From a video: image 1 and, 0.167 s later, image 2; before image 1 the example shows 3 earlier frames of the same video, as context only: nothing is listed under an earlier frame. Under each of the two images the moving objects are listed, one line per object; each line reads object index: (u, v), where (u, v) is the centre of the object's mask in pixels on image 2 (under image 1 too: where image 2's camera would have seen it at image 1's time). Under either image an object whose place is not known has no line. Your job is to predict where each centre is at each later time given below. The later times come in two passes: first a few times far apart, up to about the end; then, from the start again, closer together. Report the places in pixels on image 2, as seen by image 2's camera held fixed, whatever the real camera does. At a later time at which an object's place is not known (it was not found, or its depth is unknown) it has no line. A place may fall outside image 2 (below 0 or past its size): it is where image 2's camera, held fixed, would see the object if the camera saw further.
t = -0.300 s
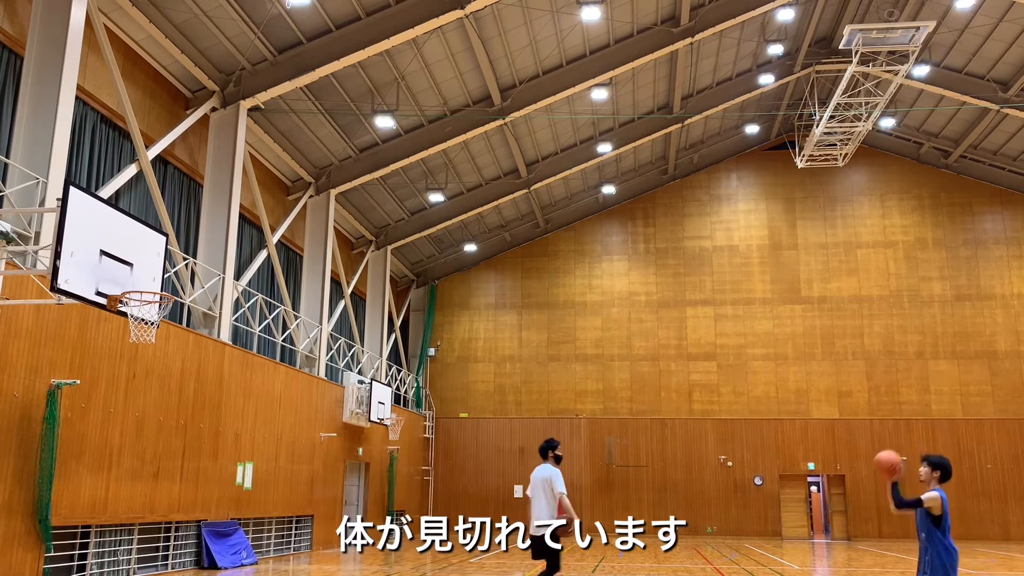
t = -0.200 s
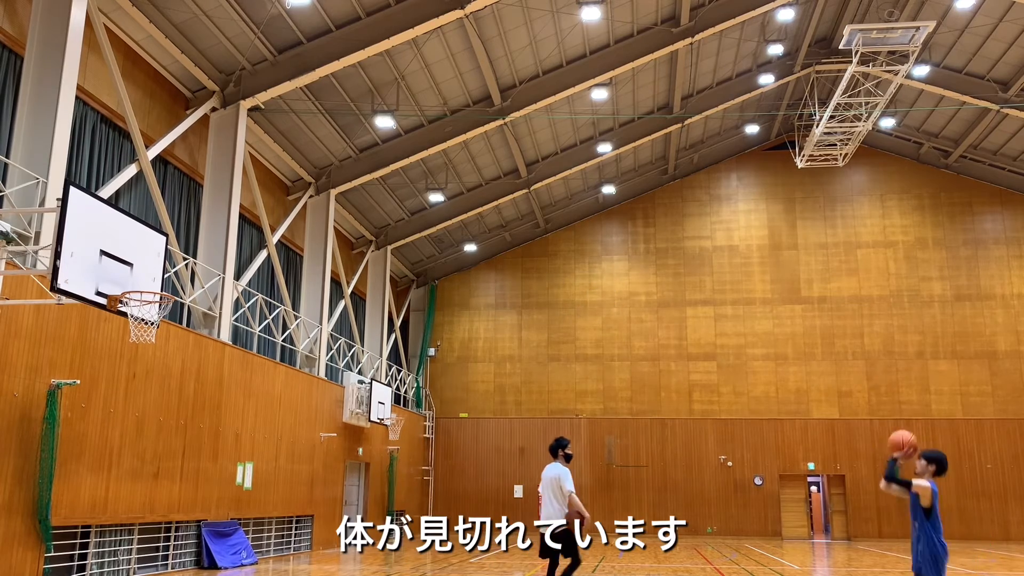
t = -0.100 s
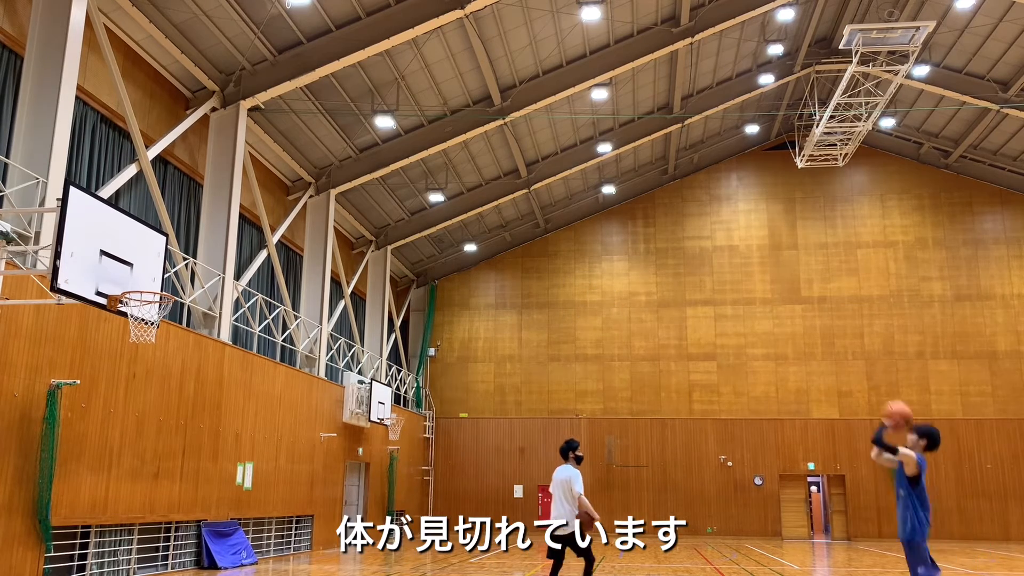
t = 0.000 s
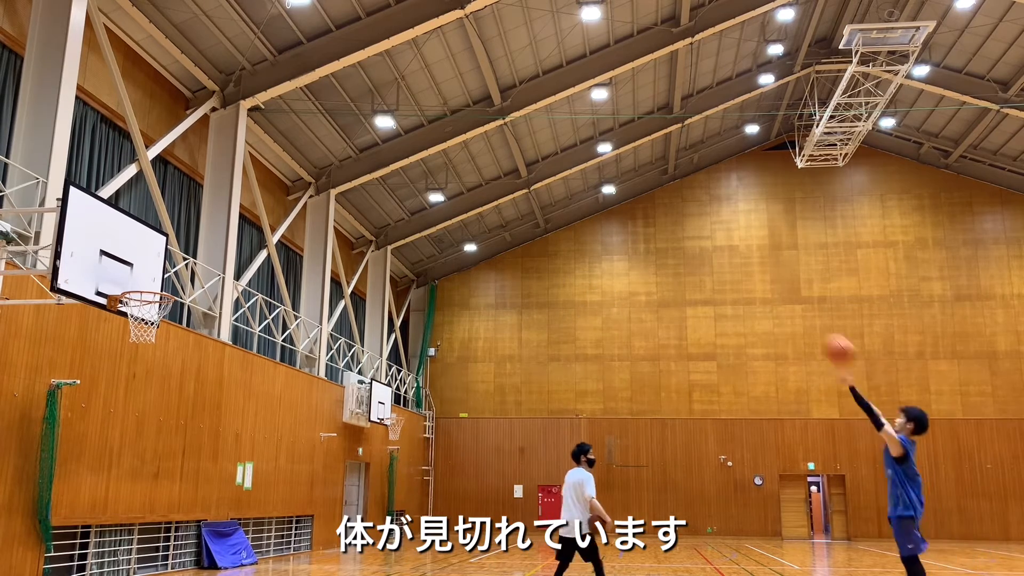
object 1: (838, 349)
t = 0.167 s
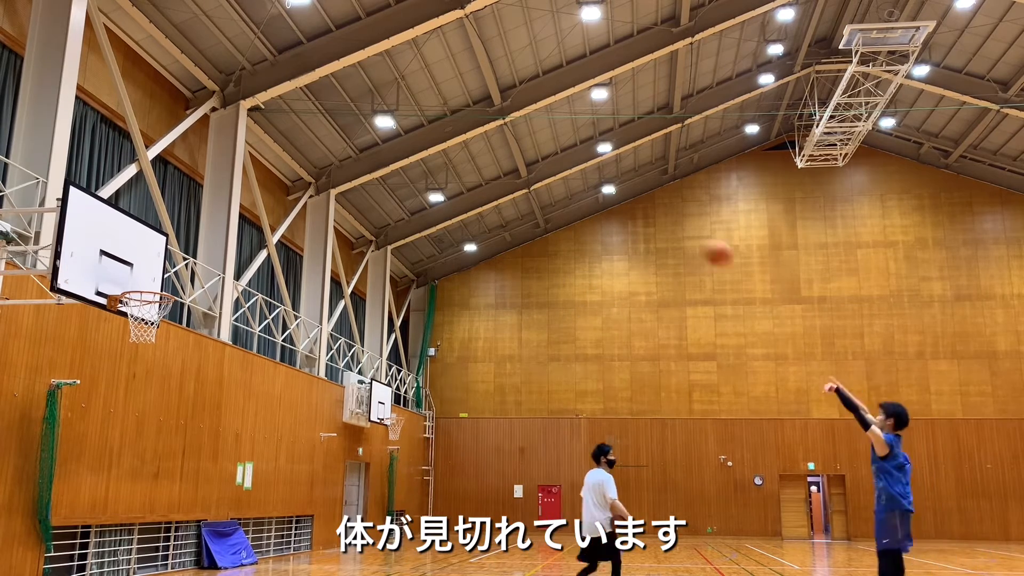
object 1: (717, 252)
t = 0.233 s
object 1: (673, 224)
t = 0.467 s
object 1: (529, 169)
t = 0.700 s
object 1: (396, 164)
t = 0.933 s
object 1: (267, 209)
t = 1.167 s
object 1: (137, 304)
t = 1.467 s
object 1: (131, 441)
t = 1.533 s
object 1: (127, 485)
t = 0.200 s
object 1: (695, 237)
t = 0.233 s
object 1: (673, 224)
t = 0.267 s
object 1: (651, 211)
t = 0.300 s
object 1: (631, 203)
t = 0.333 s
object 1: (610, 194)
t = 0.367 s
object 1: (588, 186)
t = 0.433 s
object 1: (548, 173)
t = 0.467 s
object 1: (529, 169)
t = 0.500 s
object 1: (510, 165)
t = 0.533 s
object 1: (490, 162)
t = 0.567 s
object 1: (471, 161)
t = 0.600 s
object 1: (452, 160)
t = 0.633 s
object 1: (434, 162)
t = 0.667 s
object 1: (414, 162)
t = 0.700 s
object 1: (396, 164)
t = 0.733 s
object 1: (377, 167)
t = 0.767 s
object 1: (359, 171)
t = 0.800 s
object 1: (340, 177)
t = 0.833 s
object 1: (322, 183)
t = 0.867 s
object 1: (303, 191)
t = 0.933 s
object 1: (267, 209)
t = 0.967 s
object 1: (248, 220)
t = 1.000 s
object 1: (228, 232)
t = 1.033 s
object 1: (209, 243)
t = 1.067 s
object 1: (192, 257)
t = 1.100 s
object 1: (172, 272)
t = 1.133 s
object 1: (154, 284)
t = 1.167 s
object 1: (137, 304)
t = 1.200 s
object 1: (134, 318)
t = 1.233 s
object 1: (134, 332)
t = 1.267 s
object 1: (133, 340)
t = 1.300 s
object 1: (133, 354)
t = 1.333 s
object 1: (133, 367)
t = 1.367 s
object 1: (133, 384)
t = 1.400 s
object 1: (132, 401)
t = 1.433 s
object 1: (131, 419)
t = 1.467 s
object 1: (131, 441)
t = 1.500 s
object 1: (130, 461)
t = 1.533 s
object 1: (127, 485)
